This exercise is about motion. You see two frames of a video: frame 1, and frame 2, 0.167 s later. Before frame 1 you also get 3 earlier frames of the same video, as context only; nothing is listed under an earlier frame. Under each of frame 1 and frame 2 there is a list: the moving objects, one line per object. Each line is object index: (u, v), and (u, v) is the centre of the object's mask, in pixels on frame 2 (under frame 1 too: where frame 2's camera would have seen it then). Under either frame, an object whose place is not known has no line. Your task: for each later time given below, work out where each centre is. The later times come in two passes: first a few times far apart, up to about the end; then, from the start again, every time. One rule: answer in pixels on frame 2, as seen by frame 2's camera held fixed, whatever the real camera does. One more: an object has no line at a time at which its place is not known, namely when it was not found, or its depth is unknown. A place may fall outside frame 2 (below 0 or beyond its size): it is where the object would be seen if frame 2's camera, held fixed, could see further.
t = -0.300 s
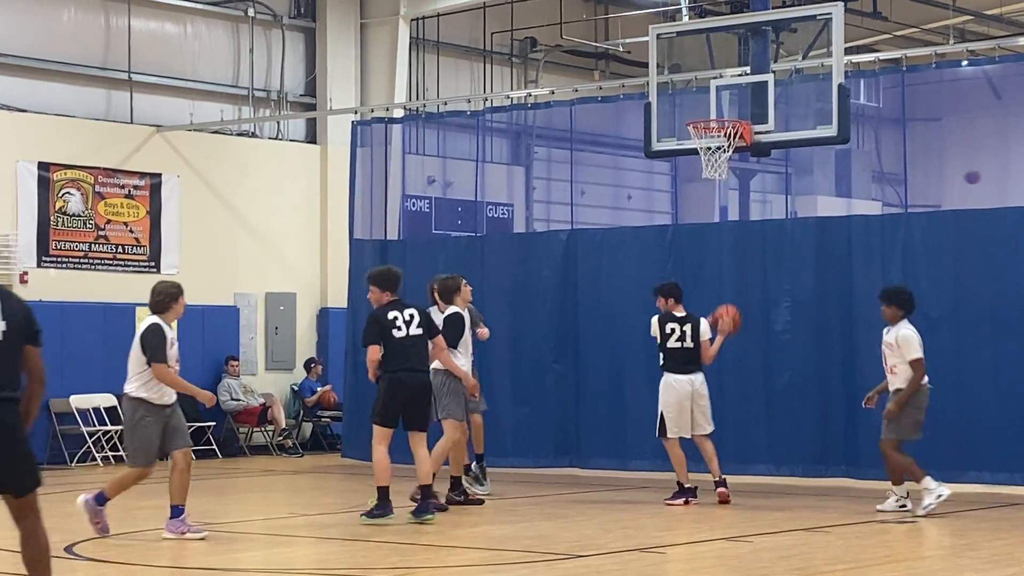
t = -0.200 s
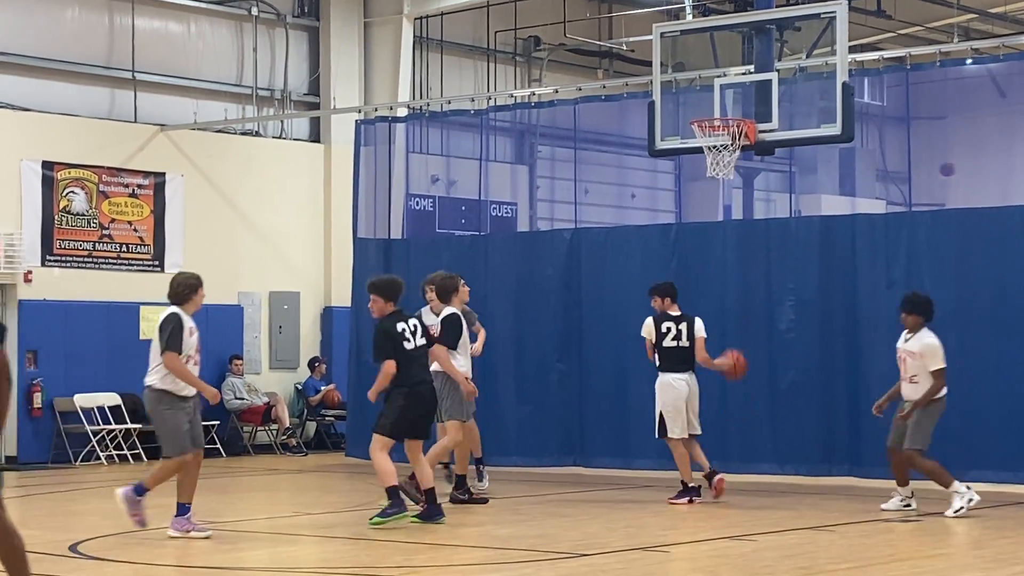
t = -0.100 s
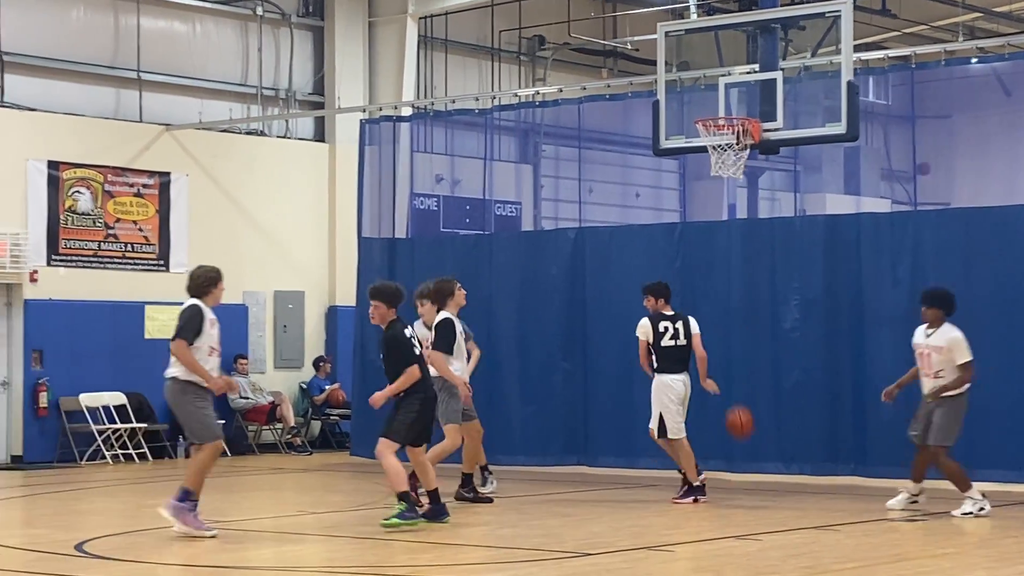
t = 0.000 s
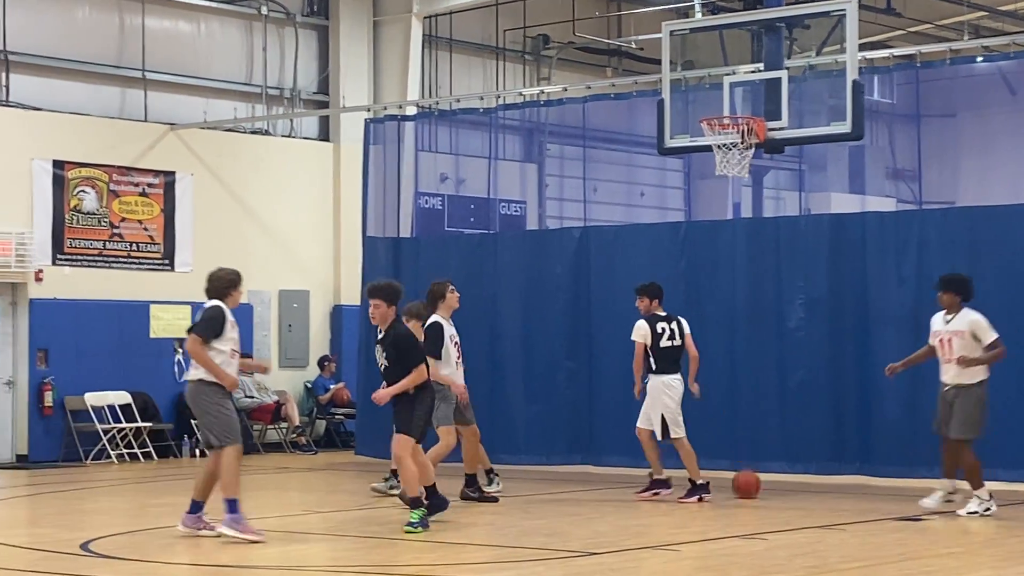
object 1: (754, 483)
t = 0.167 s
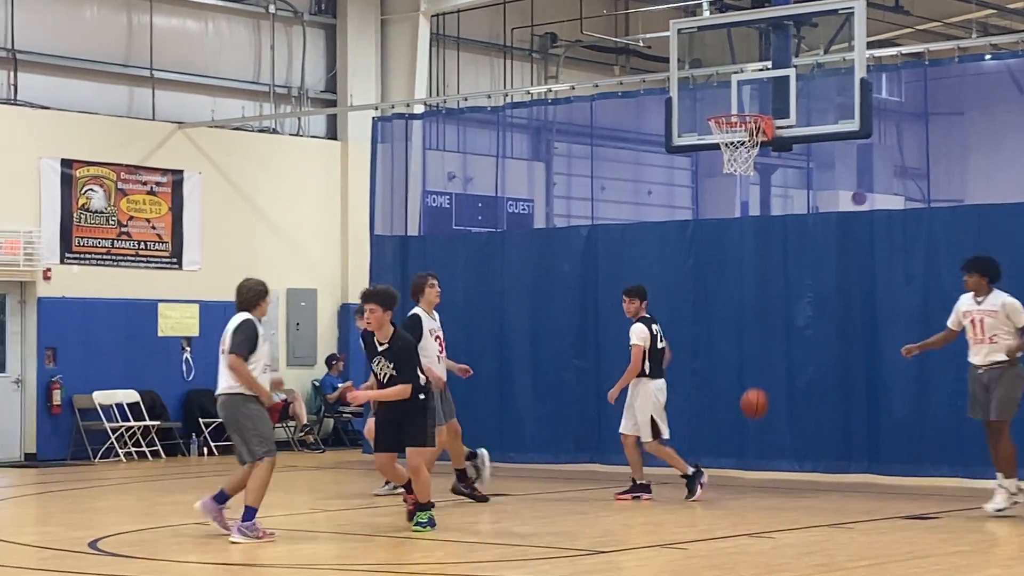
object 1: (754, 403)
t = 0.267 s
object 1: (755, 372)
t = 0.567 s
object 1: (756, 349)
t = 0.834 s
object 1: (761, 415)
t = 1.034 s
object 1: (763, 454)
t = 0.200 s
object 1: (754, 391)
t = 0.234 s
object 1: (755, 381)
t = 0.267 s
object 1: (755, 372)
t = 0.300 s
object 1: (755, 364)
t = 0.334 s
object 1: (755, 358)
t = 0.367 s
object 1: (755, 353)
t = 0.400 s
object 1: (755, 349)
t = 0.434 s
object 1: (756, 346)
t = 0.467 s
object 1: (756, 345)
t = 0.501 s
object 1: (756, 345)
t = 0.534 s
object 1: (757, 347)
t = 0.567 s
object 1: (756, 349)
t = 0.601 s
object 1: (757, 353)
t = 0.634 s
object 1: (758, 358)
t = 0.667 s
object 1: (758, 364)
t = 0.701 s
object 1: (758, 372)
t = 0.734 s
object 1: (758, 381)
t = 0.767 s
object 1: (760, 391)
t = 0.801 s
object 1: (760, 402)
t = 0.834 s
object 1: (761, 415)
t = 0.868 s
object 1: (761, 428)
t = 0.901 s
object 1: (760, 444)
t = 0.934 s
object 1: (761, 459)
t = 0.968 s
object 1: (763, 477)
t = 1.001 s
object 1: (763, 467)
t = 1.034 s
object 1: (763, 454)
